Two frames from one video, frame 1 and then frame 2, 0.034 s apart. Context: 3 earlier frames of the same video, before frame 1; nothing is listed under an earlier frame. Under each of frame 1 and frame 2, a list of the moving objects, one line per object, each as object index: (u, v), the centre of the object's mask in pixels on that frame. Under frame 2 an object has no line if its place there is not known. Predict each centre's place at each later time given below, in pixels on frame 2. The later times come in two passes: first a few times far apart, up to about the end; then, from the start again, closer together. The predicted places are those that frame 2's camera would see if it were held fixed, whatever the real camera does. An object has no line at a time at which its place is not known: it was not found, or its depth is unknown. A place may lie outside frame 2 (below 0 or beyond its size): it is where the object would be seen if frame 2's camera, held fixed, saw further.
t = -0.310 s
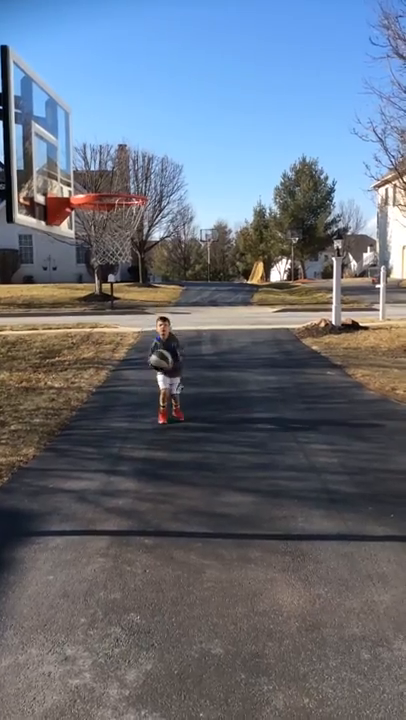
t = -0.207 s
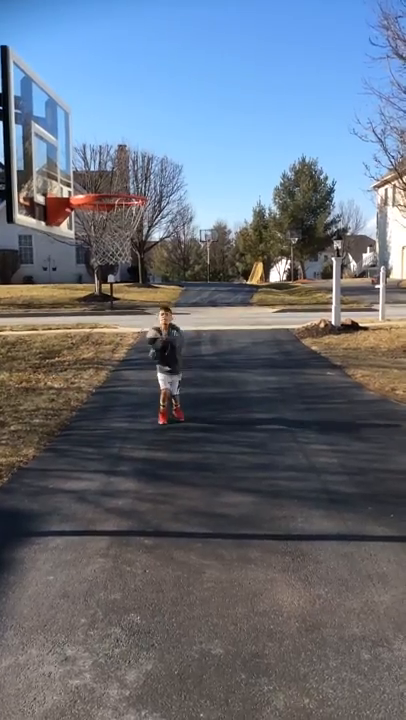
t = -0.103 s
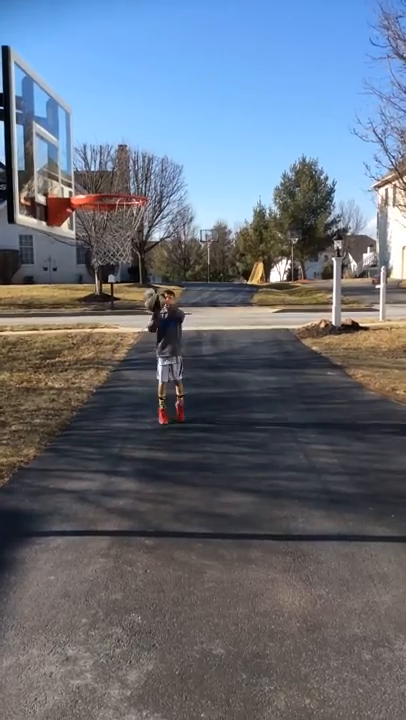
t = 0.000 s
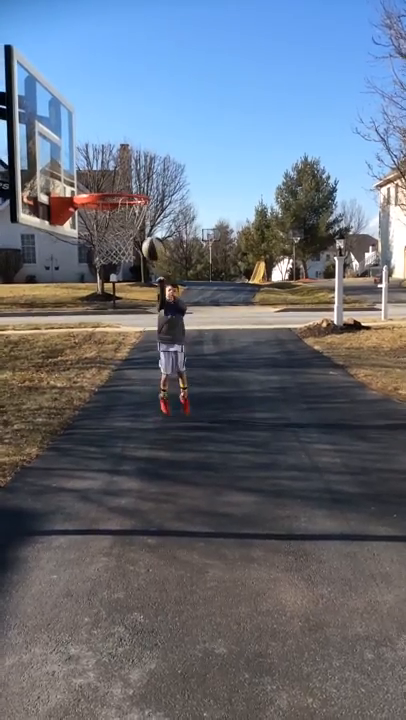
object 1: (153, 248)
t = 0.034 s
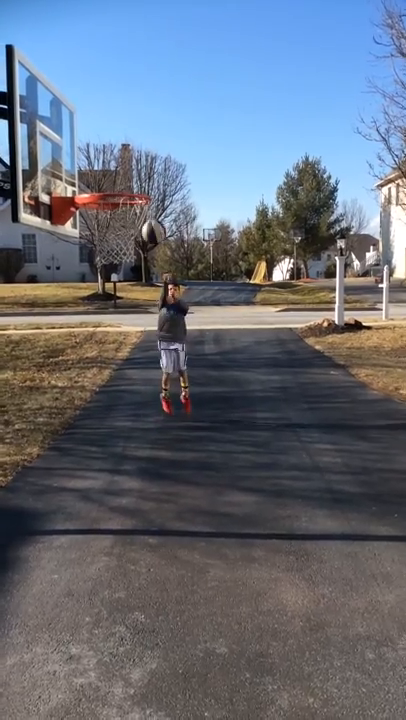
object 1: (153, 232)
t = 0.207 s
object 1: (148, 149)
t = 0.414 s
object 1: (143, 99)
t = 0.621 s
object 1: (136, 93)
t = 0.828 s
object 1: (130, 150)
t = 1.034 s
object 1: (109, 234)
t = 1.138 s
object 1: (103, 258)
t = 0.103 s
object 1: (151, 186)
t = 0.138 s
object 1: (149, 173)
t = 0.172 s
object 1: (149, 161)
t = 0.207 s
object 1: (148, 149)
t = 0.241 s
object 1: (148, 138)
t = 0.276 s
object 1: (147, 128)
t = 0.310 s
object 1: (146, 119)
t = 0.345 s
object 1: (145, 111)
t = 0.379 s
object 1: (144, 104)
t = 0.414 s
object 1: (143, 99)
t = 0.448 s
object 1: (142, 94)
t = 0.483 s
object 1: (140, 91)
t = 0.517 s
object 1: (139, 89)
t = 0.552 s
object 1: (138, 89)
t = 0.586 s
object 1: (137, 90)
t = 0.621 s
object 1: (136, 93)
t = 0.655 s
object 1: (134, 98)
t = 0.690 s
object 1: (134, 104)
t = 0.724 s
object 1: (133, 113)
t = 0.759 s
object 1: (132, 123)
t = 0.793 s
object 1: (131, 135)
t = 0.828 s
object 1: (130, 150)
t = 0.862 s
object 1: (128, 166)
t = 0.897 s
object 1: (125, 181)
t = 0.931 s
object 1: (126, 209)
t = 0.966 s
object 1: (120, 227)
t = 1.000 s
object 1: (115, 233)
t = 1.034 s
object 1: (109, 234)
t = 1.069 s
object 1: (109, 242)
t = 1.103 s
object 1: (104, 246)
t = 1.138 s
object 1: (103, 258)
